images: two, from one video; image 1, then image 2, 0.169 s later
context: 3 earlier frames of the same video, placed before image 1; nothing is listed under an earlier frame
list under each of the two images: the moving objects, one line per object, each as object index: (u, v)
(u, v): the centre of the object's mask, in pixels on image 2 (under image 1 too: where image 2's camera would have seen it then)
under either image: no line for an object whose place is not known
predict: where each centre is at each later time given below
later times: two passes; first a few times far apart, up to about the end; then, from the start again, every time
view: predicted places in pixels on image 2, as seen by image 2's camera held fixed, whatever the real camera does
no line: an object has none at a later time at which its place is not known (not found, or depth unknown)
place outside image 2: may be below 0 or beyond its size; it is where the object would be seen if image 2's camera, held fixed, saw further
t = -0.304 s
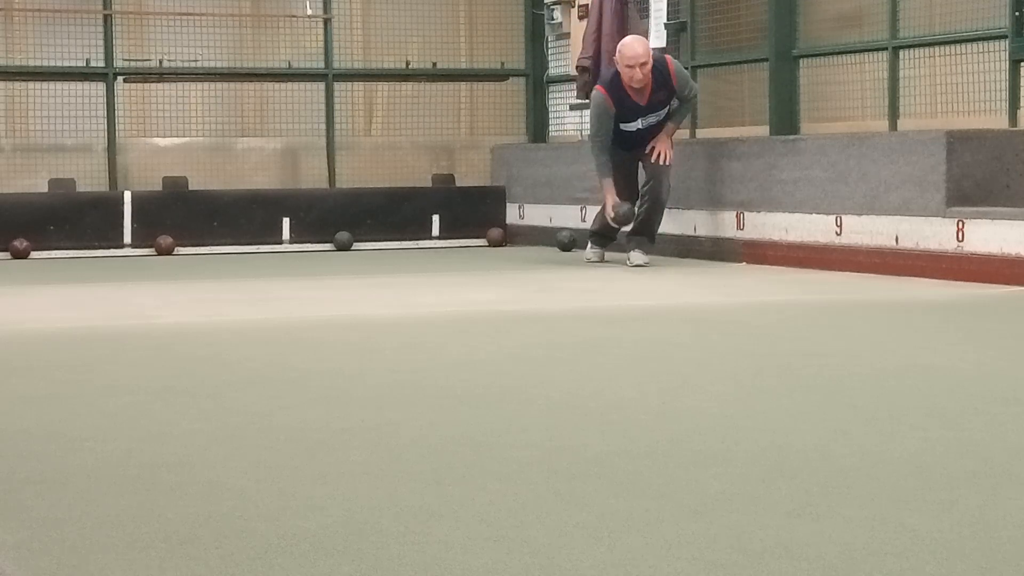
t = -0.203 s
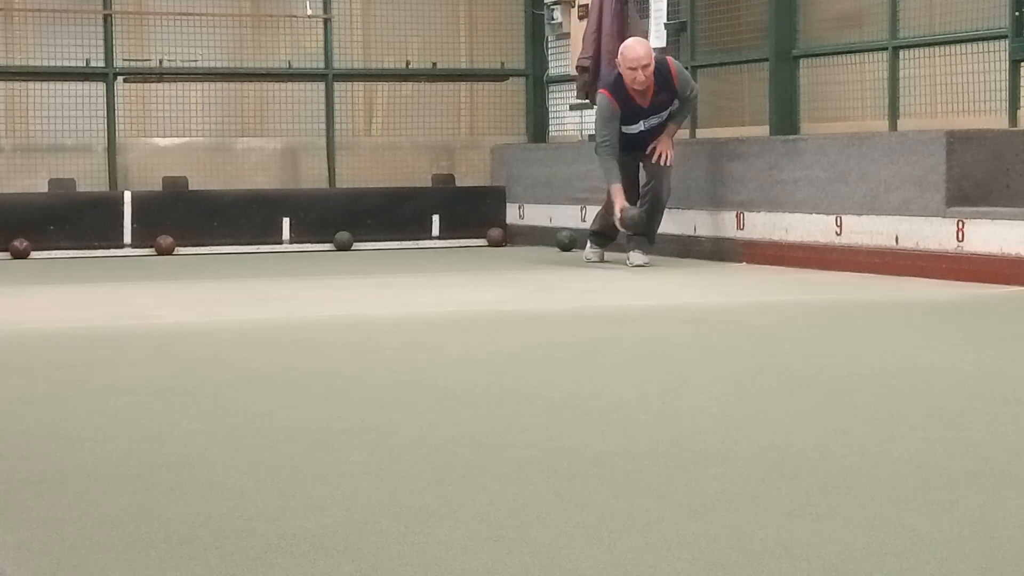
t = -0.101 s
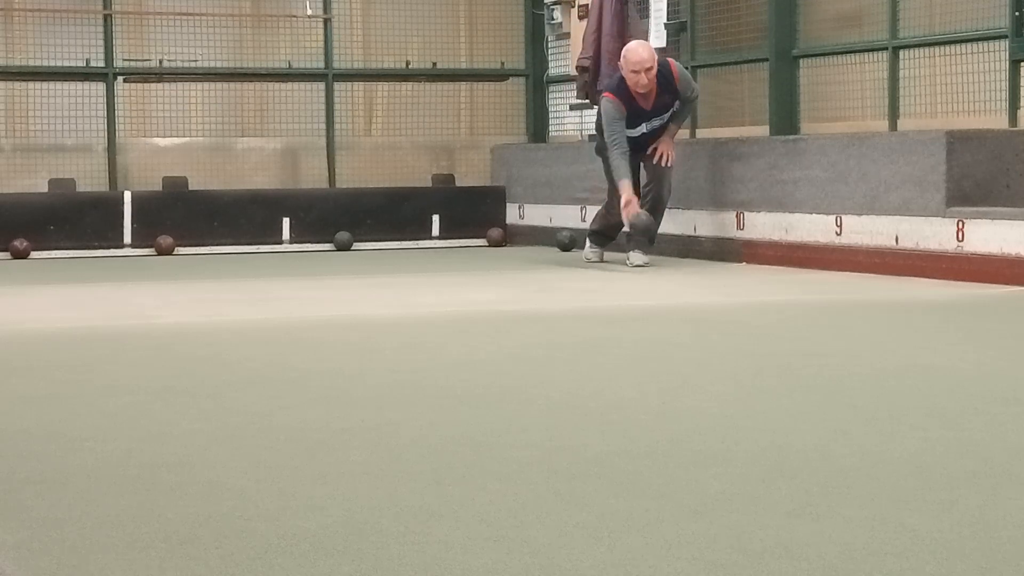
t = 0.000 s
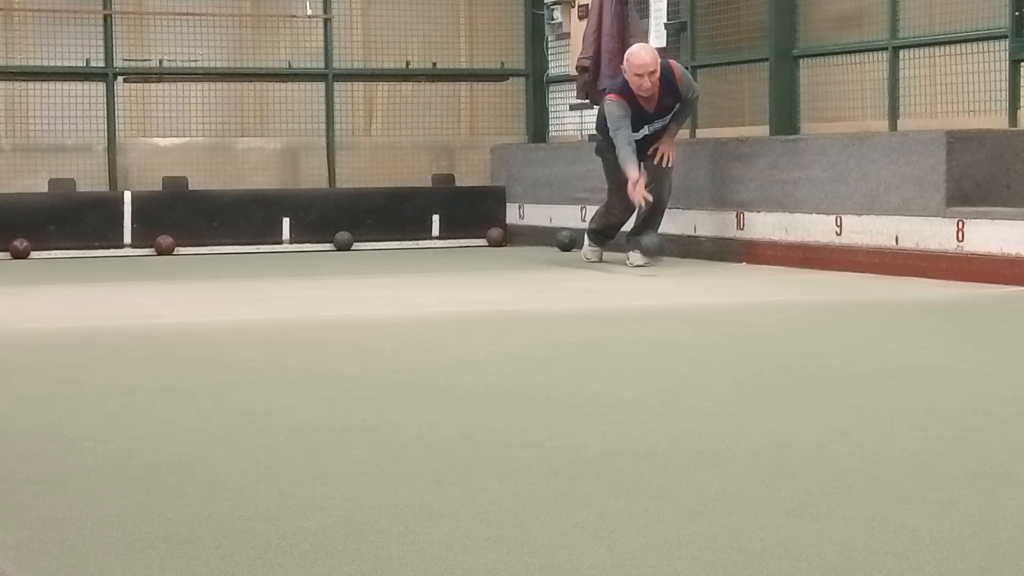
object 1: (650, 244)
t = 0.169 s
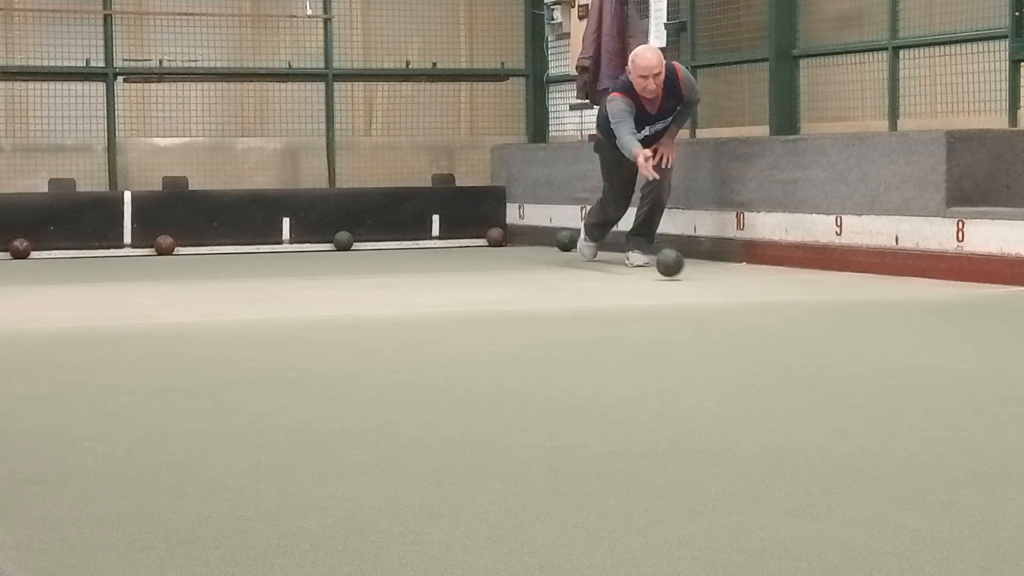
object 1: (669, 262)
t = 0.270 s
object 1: (681, 268)
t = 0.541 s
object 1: (714, 275)
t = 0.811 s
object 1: (751, 283)
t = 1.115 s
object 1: (799, 293)
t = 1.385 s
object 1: (848, 303)
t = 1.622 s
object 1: (897, 313)
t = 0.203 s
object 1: (673, 266)
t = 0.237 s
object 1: (677, 266)
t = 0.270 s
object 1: (681, 268)
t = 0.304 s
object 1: (685, 269)
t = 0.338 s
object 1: (689, 270)
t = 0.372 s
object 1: (693, 270)
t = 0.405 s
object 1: (697, 271)
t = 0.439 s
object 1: (701, 272)
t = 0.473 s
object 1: (706, 273)
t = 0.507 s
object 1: (710, 274)
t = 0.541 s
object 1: (714, 275)
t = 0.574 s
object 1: (719, 276)
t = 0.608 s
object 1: (723, 277)
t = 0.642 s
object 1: (728, 278)
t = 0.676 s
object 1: (732, 279)
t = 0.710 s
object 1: (737, 279)
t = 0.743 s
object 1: (741, 281)
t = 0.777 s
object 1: (747, 281)
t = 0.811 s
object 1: (751, 283)
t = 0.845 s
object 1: (757, 284)
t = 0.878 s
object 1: (761, 285)
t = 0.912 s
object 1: (766, 286)
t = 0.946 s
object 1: (772, 288)
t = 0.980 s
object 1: (777, 289)
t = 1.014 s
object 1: (782, 290)
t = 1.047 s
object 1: (788, 291)
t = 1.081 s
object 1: (793, 292)
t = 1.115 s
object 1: (799, 293)
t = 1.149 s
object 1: (805, 294)
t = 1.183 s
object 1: (811, 295)
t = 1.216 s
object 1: (817, 297)
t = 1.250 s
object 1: (823, 298)
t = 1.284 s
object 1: (829, 299)
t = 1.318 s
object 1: (835, 301)
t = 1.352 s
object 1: (842, 302)
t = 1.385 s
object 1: (848, 303)
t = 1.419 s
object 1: (855, 305)
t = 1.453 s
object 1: (861, 306)
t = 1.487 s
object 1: (868, 308)
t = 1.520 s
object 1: (875, 309)
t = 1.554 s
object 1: (883, 310)
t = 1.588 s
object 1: (890, 312)
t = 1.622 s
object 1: (897, 313)
